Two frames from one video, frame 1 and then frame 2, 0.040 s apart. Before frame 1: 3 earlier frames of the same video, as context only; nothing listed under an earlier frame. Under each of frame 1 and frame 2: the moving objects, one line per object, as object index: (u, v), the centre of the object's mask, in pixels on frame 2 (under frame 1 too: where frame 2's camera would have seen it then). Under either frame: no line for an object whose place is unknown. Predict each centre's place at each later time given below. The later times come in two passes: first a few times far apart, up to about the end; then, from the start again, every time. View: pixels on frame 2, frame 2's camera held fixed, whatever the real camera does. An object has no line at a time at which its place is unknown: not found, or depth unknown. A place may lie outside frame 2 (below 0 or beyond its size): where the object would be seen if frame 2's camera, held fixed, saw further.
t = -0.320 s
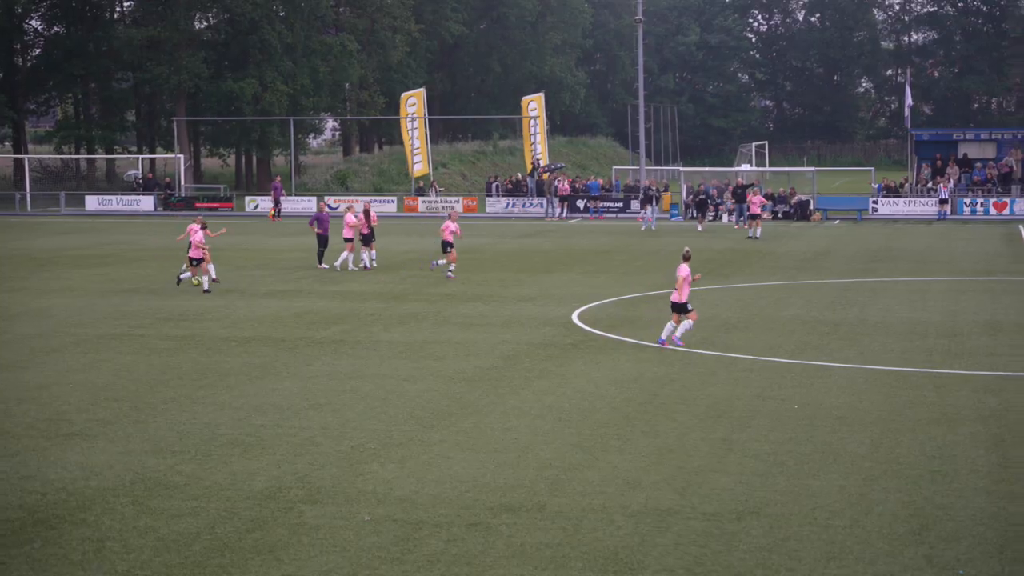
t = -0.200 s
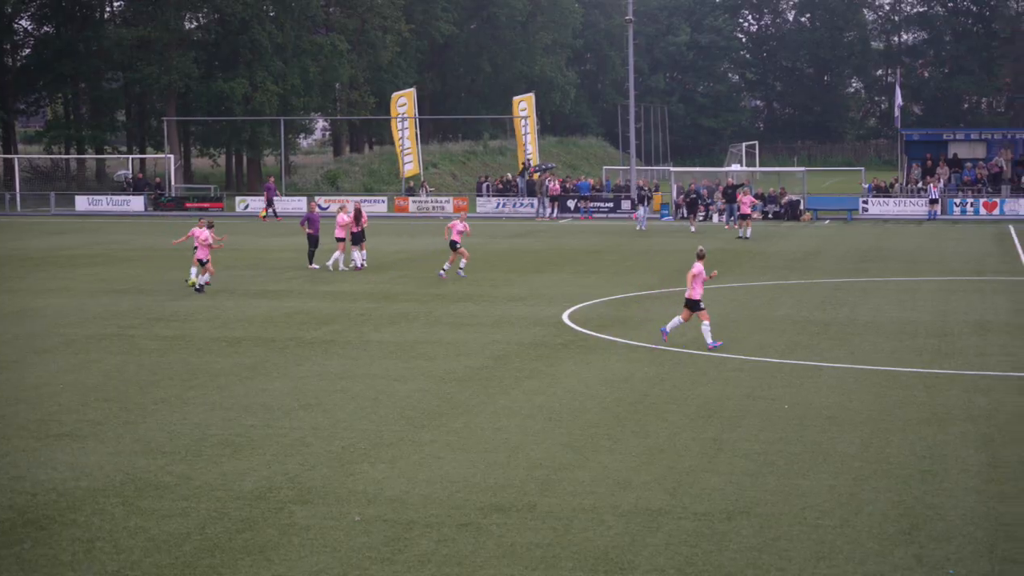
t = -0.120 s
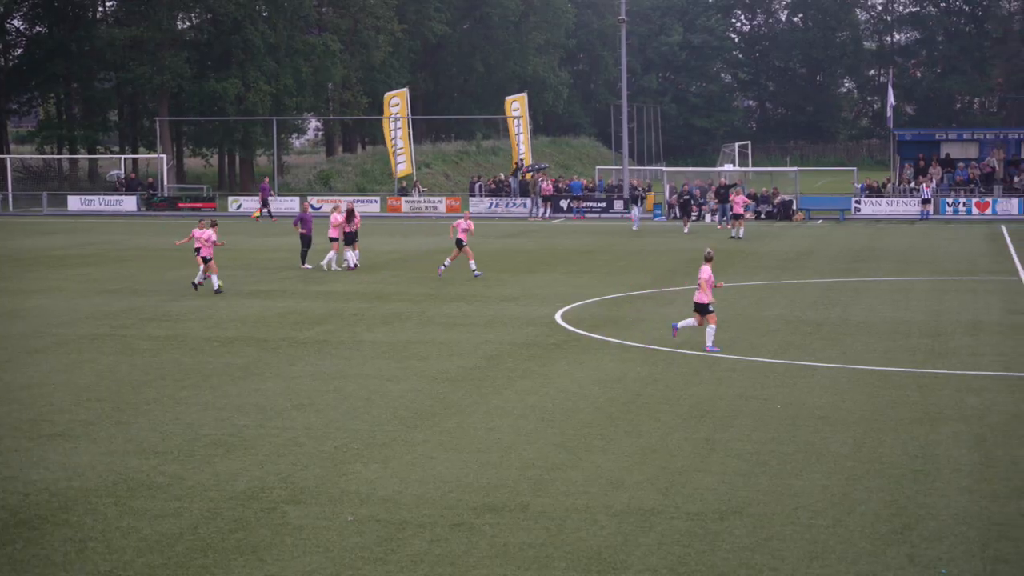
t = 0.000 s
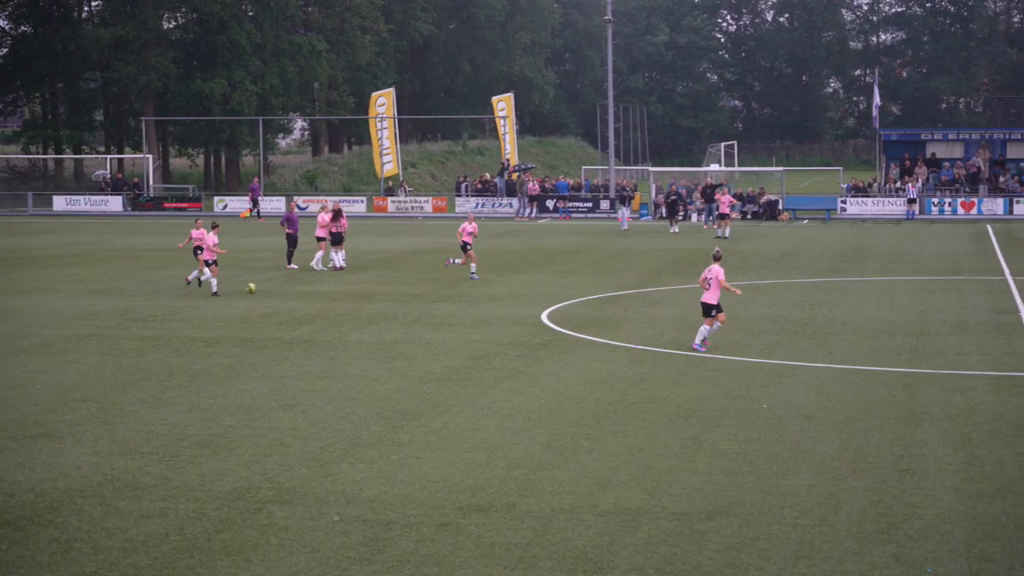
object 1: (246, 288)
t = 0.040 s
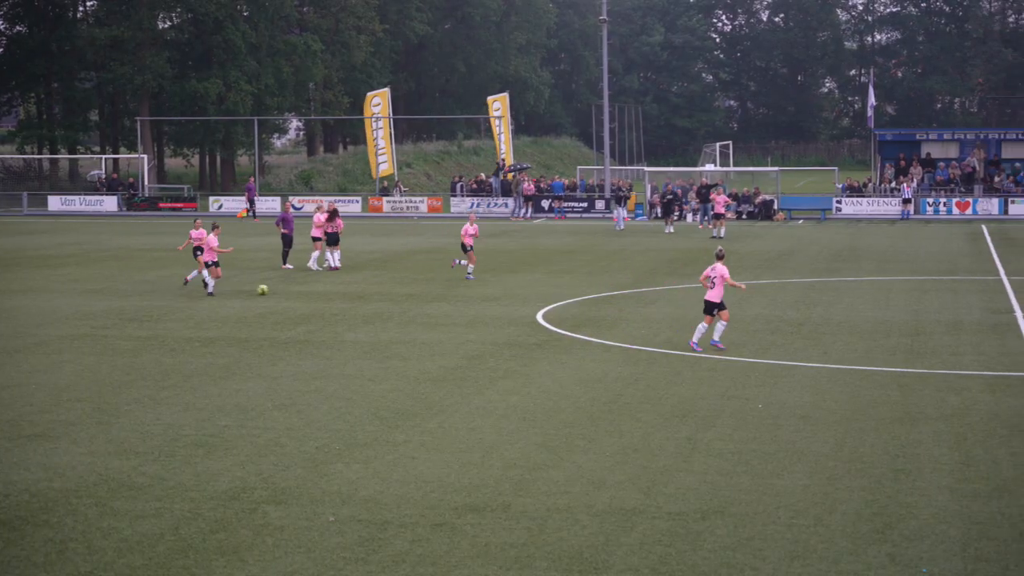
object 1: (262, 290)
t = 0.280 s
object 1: (360, 298)
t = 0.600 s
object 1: (483, 309)
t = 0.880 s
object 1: (581, 316)
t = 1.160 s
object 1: (669, 323)
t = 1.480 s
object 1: (771, 331)
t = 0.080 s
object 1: (279, 291)
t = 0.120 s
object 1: (295, 293)
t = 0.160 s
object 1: (311, 294)
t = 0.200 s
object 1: (327, 295)
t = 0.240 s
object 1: (344, 297)
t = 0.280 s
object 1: (360, 298)
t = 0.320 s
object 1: (376, 299)
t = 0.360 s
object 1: (392, 301)
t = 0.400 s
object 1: (408, 302)
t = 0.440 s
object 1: (423, 303)
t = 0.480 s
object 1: (439, 305)
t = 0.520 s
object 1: (453, 306)
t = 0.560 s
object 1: (469, 307)
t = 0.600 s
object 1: (483, 309)
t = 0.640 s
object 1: (498, 310)
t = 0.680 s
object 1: (513, 311)
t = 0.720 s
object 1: (527, 312)
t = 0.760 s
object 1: (540, 313)
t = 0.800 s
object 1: (555, 314)
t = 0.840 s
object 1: (567, 315)
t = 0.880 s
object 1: (581, 316)
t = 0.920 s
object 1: (594, 317)
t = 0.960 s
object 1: (606, 318)
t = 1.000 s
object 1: (619, 319)
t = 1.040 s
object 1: (631, 320)
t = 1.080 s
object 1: (644, 321)
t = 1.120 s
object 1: (656, 322)
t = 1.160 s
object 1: (669, 323)
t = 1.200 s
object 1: (681, 325)
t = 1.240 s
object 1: (694, 325)
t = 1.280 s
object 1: (707, 326)
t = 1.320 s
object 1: (719, 327)
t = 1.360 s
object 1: (732, 328)
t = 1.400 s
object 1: (745, 329)
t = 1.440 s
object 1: (757, 330)
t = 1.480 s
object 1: (771, 331)
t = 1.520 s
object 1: (784, 332)
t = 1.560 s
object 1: (797, 332)
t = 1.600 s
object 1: (810, 334)
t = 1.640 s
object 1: (823, 335)
